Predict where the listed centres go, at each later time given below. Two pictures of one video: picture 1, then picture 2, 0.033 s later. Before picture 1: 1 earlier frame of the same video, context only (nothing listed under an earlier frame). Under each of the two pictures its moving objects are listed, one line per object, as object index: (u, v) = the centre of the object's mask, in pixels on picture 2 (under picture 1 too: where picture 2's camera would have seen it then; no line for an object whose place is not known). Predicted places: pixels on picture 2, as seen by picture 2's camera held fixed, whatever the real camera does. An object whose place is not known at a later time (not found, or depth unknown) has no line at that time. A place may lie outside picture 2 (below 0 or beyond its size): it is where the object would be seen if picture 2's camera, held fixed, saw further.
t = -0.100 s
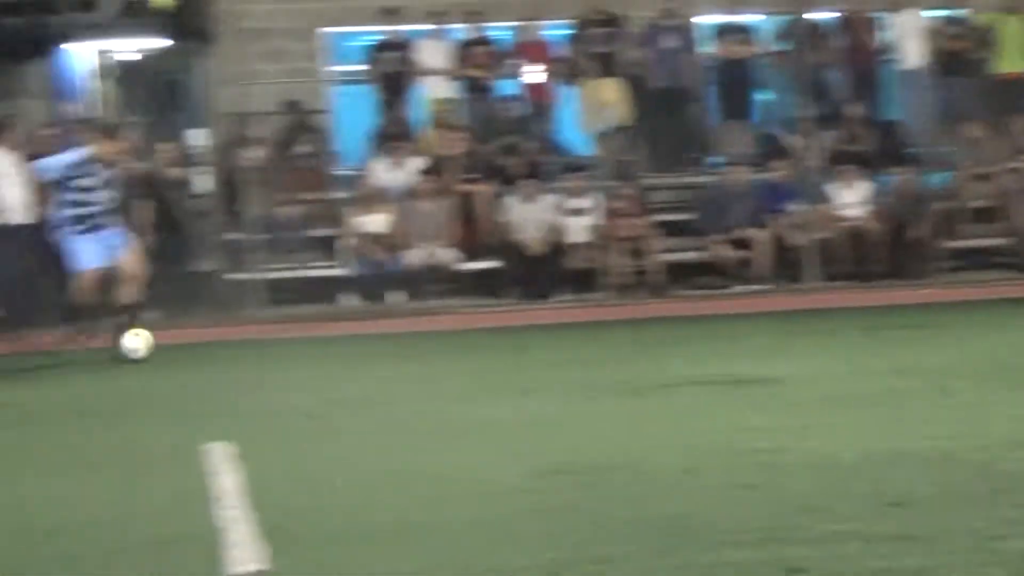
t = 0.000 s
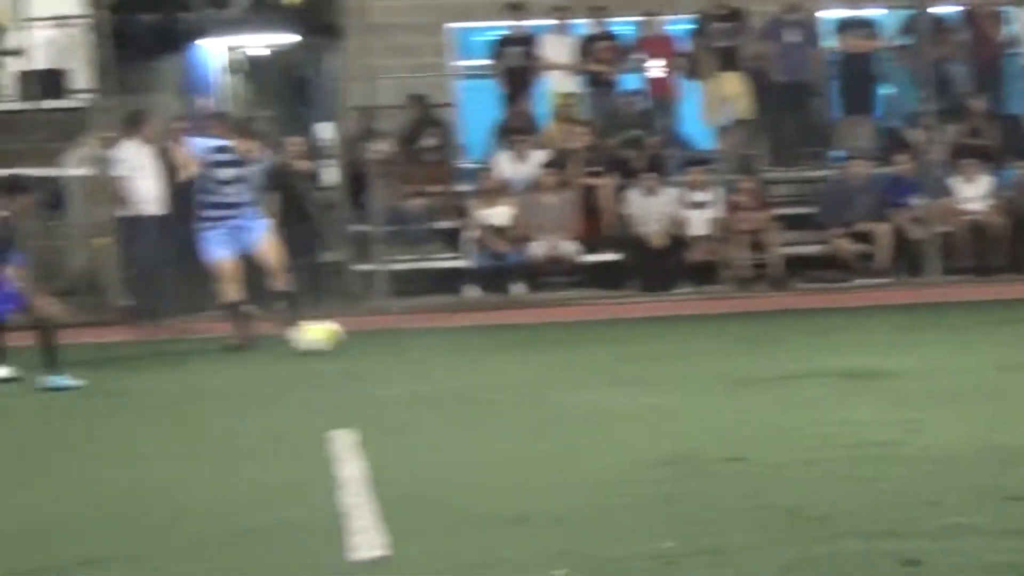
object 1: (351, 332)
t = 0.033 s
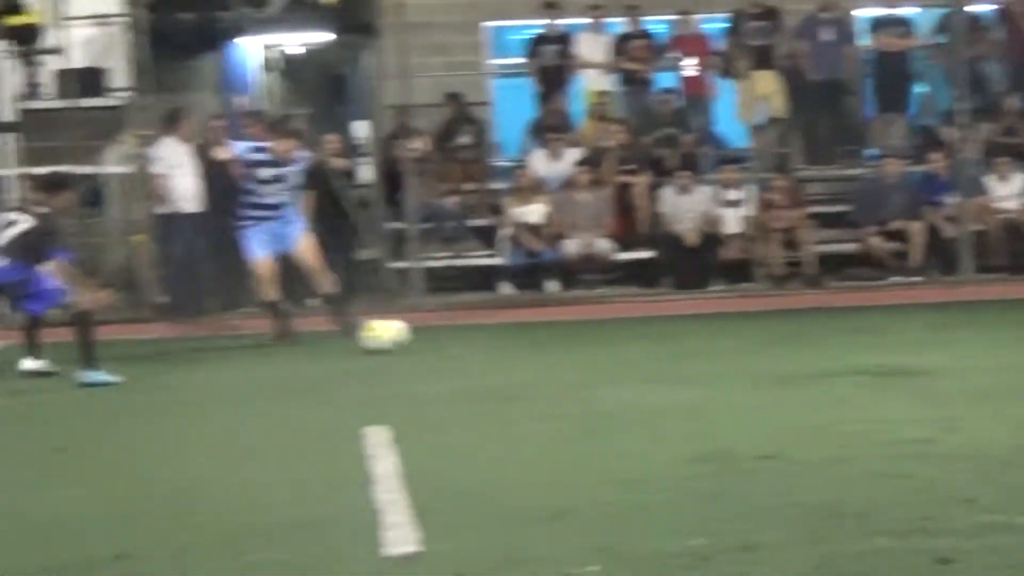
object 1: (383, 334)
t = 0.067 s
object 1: (417, 337)
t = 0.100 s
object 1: (453, 336)
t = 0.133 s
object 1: (486, 338)
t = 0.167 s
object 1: (521, 340)
